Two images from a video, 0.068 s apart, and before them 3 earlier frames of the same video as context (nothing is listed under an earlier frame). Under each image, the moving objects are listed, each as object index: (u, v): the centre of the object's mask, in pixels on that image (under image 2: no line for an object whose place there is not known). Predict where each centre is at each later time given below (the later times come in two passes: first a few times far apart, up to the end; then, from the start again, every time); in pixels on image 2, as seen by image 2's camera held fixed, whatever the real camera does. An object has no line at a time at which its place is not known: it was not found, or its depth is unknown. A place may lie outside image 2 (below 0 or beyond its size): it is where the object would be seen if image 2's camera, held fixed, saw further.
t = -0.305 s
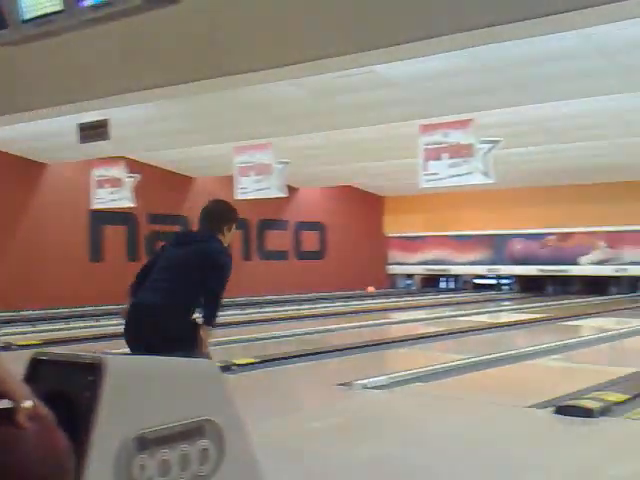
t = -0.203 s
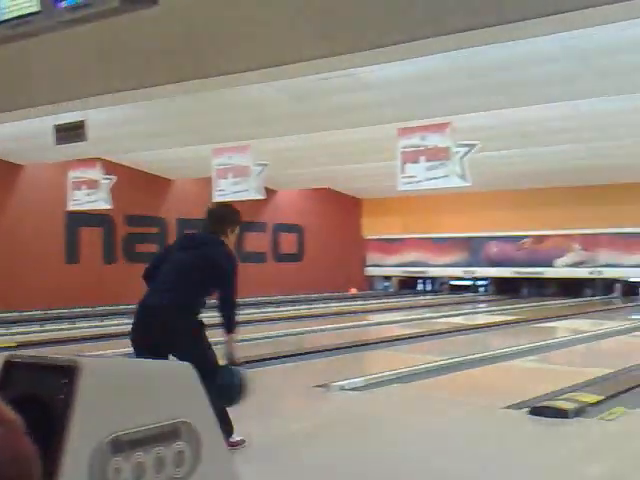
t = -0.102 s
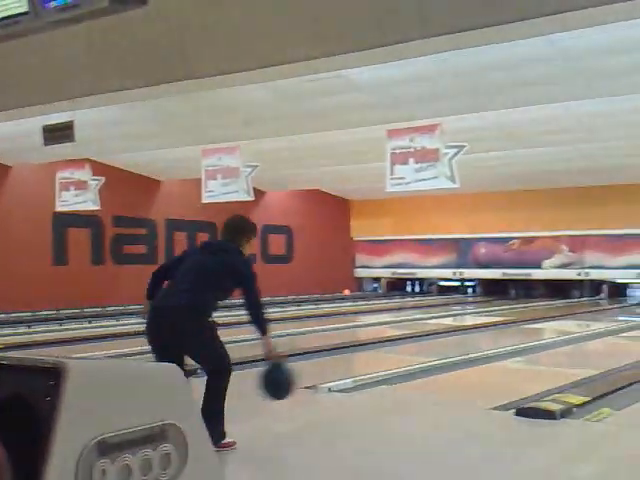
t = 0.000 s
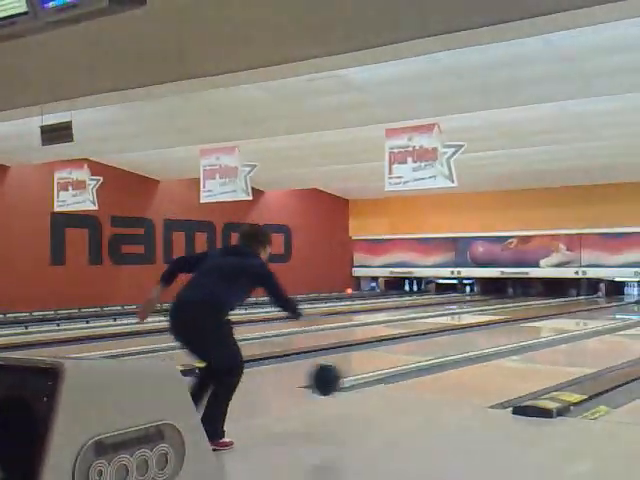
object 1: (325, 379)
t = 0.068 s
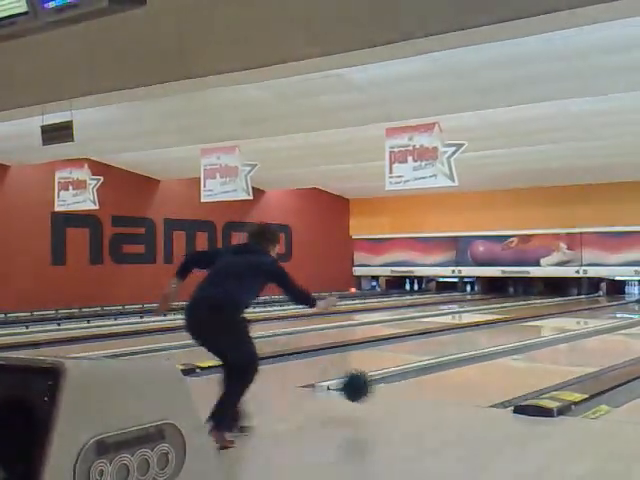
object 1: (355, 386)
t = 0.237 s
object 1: (417, 385)
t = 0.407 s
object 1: (466, 373)
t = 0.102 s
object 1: (369, 393)
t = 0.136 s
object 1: (383, 394)
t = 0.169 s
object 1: (396, 388)
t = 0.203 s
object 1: (406, 386)
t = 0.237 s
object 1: (417, 385)
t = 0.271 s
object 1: (429, 383)
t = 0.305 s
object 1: (439, 380)
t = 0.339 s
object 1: (448, 378)
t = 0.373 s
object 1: (458, 375)
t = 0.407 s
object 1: (466, 373)
